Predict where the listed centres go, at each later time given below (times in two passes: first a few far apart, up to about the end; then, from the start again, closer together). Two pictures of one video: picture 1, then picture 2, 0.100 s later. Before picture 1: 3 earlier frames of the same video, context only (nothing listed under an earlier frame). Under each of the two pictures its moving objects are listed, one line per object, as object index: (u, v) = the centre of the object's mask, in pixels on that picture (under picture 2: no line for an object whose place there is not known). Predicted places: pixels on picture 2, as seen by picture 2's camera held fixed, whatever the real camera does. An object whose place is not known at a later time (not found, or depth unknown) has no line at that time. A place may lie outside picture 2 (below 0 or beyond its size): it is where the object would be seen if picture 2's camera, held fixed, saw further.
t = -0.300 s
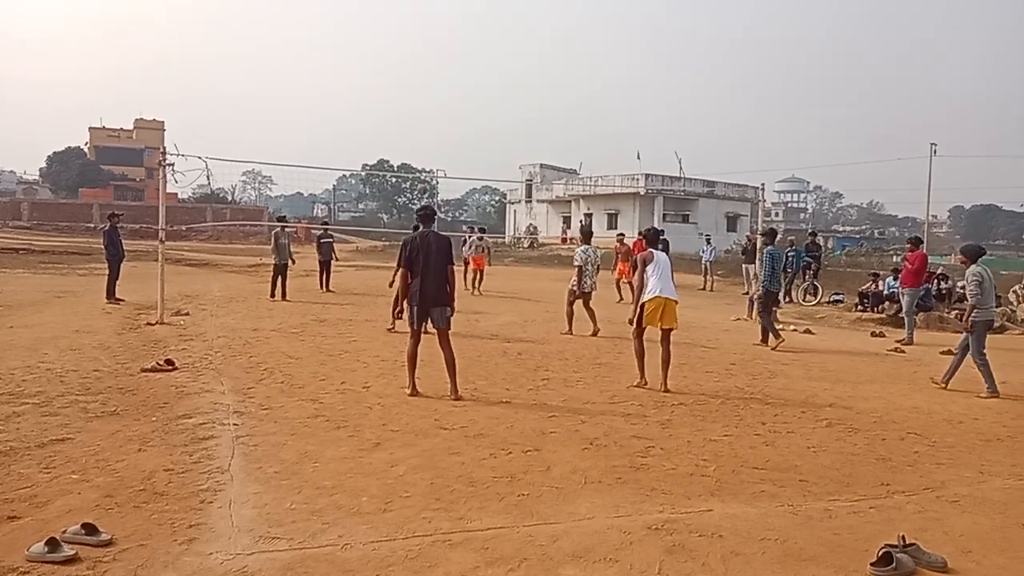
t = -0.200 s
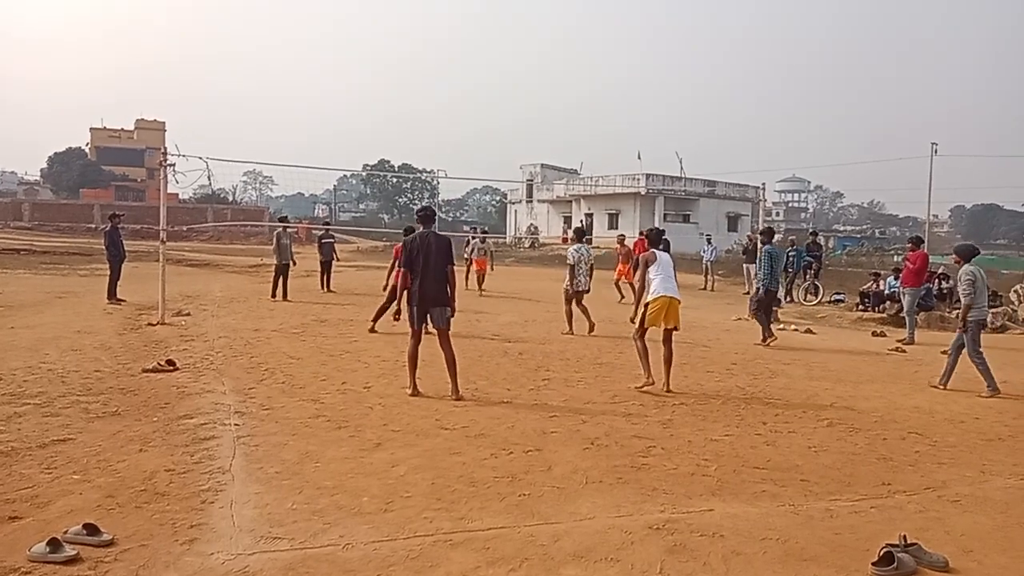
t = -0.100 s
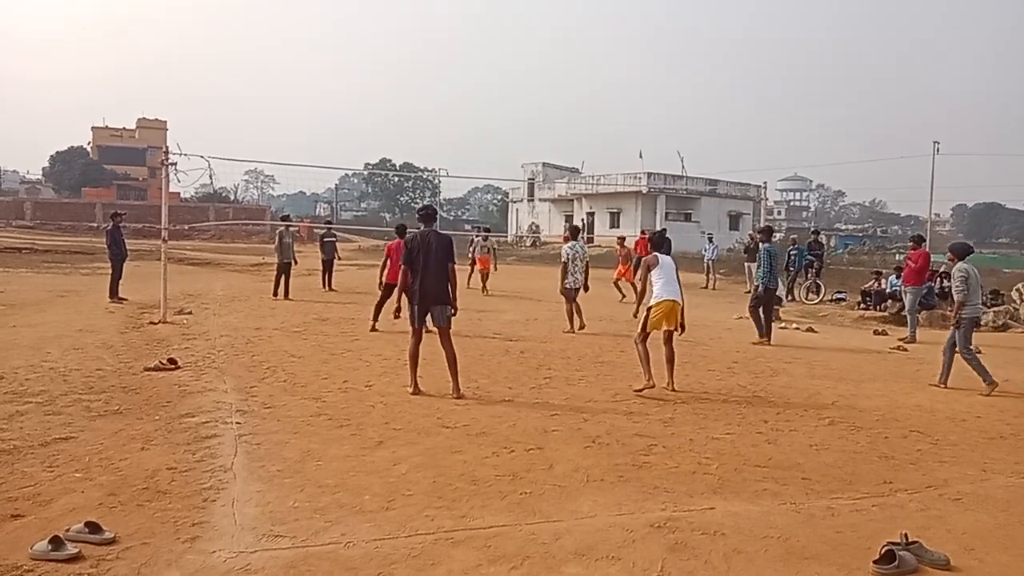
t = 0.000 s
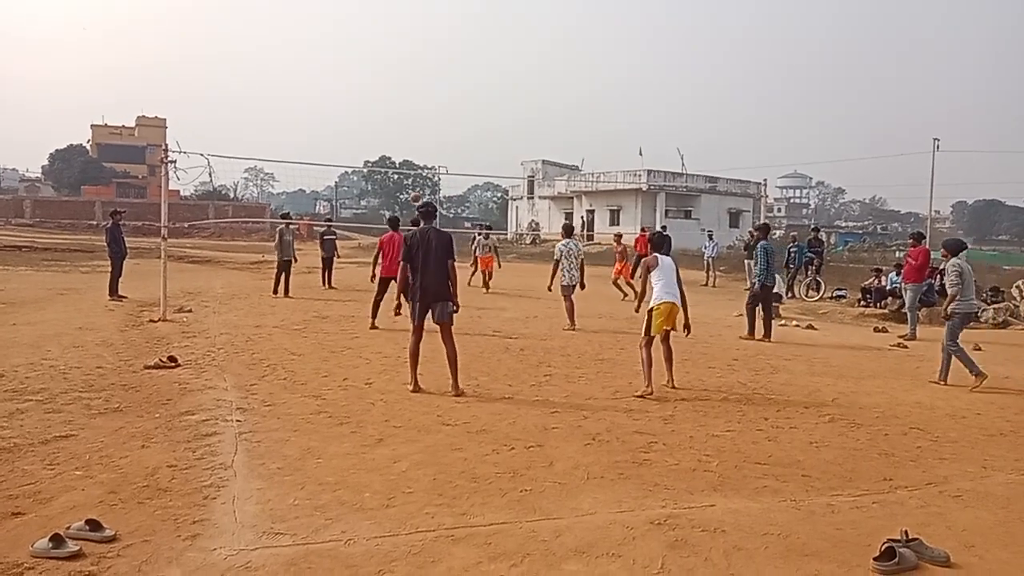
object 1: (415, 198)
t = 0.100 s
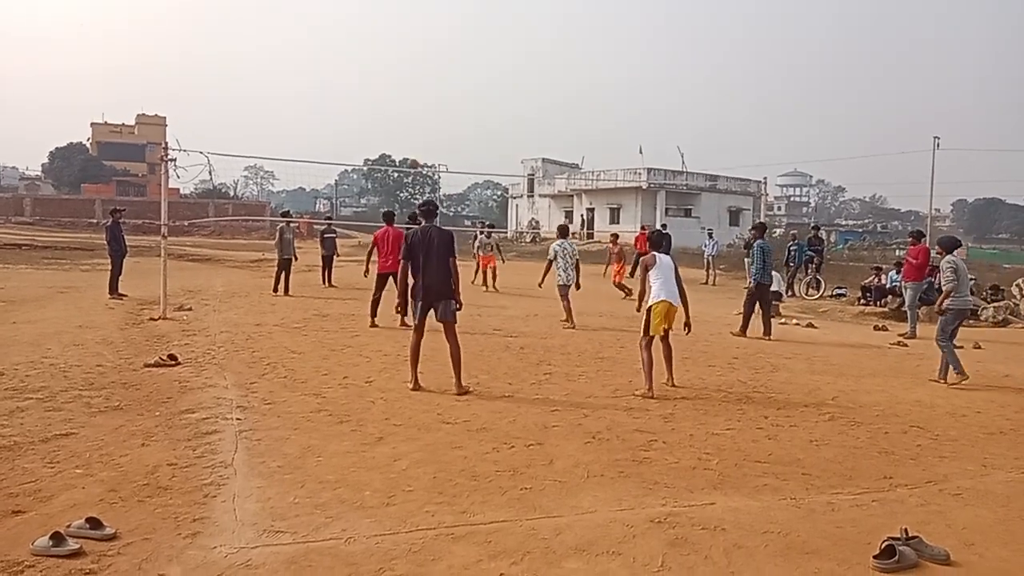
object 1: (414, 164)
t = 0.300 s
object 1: (407, 114)
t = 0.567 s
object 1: (399, 79)
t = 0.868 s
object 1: (390, 85)
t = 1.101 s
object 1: (383, 123)
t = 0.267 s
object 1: (408, 121)
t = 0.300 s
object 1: (407, 114)
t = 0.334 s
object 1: (406, 108)
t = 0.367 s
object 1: (405, 101)
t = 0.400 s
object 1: (404, 97)
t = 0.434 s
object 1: (403, 92)
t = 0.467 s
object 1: (402, 88)
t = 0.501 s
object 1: (402, 85)
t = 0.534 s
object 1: (400, 82)
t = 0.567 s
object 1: (399, 79)
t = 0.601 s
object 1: (398, 78)
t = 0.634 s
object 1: (397, 77)
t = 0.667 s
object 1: (396, 76)
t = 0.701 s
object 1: (395, 76)
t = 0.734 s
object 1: (394, 77)
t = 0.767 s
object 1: (393, 78)
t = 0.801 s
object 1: (392, 80)
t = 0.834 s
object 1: (391, 82)
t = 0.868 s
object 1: (390, 85)
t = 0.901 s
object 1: (389, 89)
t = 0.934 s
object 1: (388, 93)
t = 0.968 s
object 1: (387, 98)
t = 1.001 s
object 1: (386, 103)
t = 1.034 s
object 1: (385, 109)
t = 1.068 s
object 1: (384, 116)
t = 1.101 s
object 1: (383, 123)
